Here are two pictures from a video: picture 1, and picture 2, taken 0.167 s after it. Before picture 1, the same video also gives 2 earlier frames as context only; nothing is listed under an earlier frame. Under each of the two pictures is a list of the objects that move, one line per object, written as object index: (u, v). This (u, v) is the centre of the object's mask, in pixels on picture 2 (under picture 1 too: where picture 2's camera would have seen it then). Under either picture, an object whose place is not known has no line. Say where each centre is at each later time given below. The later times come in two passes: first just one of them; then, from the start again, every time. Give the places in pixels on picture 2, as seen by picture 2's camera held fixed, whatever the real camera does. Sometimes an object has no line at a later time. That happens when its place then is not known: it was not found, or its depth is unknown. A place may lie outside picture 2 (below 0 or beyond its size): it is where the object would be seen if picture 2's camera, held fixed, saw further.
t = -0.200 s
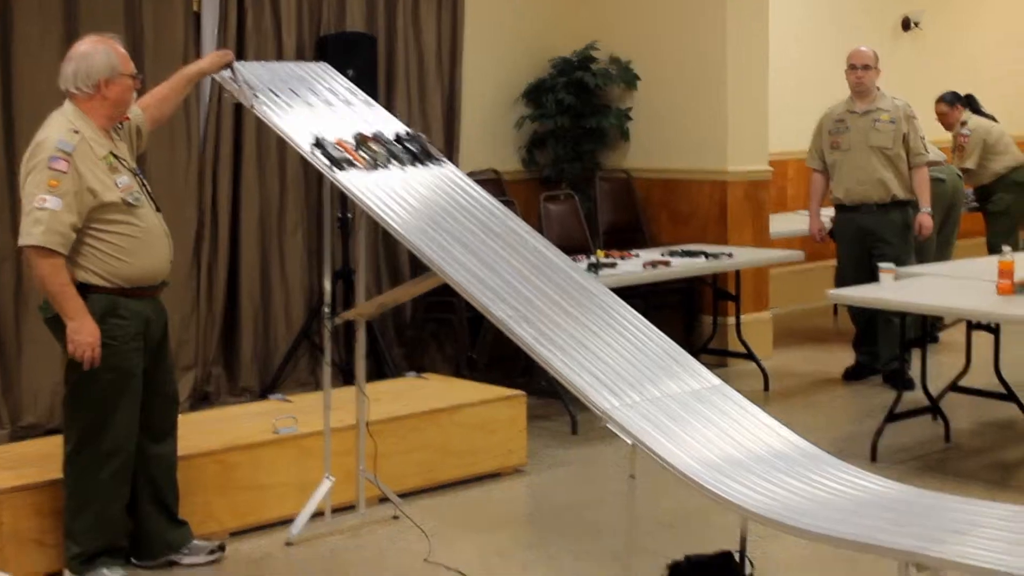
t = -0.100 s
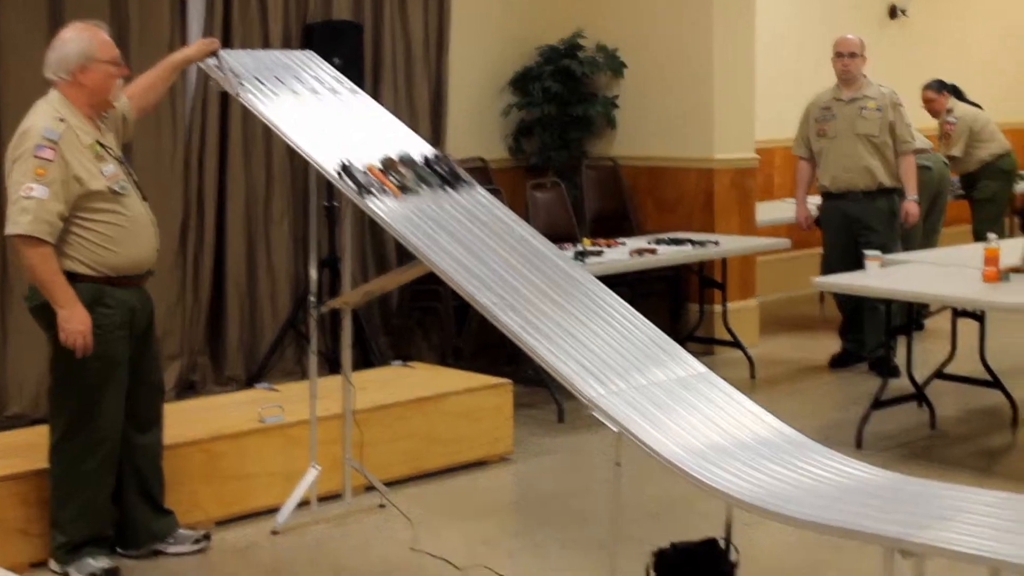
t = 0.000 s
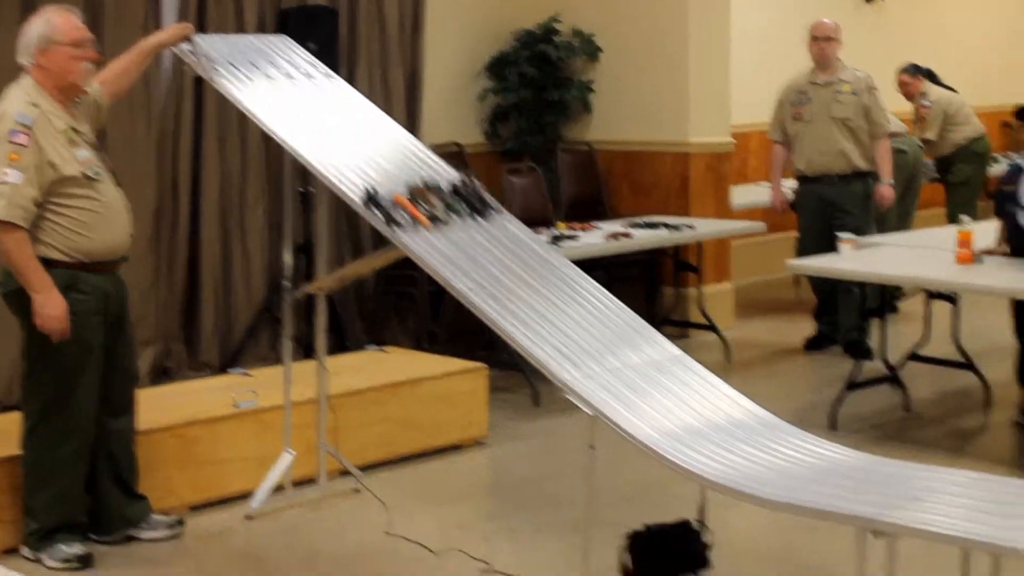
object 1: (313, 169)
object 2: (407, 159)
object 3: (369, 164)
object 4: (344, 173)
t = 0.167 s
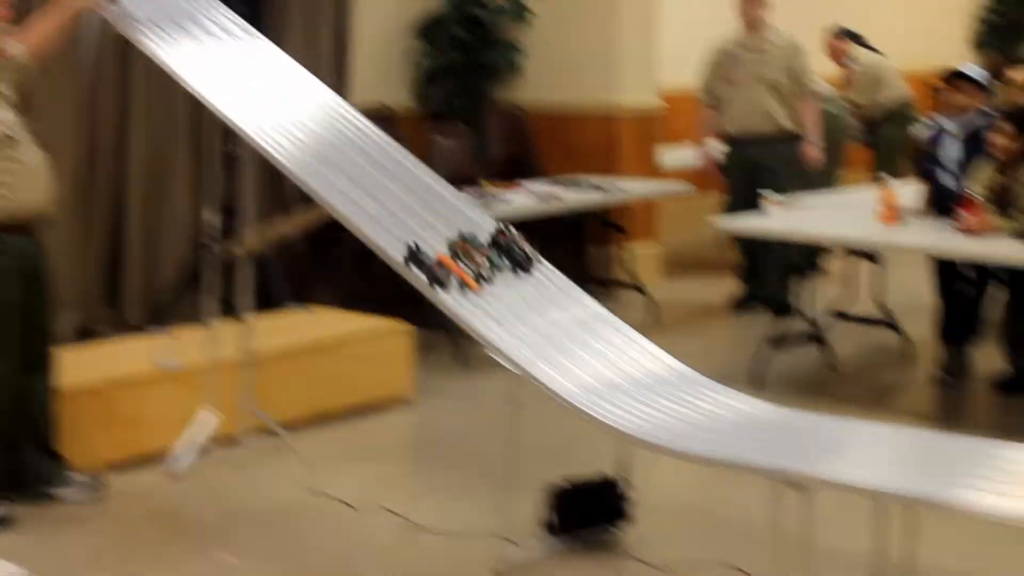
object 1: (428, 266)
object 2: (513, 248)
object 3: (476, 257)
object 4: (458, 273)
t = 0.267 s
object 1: (513, 344)
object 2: (598, 318)
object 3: (562, 330)
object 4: (549, 351)
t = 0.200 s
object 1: (455, 290)
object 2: (540, 270)
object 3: (502, 280)
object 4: (486, 297)
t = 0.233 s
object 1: (483, 317)
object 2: (568, 293)
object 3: (532, 304)
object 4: (516, 324)
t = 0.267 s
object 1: (513, 344)
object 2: (598, 318)
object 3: (562, 330)
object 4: (549, 351)
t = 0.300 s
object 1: (545, 371)
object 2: (630, 344)
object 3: (594, 356)
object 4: (584, 379)
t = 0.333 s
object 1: (581, 396)
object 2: (664, 368)
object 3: (629, 380)
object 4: (623, 403)
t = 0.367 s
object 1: (621, 418)
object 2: (702, 388)
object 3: (668, 402)
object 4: (667, 422)
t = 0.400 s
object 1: (662, 434)
